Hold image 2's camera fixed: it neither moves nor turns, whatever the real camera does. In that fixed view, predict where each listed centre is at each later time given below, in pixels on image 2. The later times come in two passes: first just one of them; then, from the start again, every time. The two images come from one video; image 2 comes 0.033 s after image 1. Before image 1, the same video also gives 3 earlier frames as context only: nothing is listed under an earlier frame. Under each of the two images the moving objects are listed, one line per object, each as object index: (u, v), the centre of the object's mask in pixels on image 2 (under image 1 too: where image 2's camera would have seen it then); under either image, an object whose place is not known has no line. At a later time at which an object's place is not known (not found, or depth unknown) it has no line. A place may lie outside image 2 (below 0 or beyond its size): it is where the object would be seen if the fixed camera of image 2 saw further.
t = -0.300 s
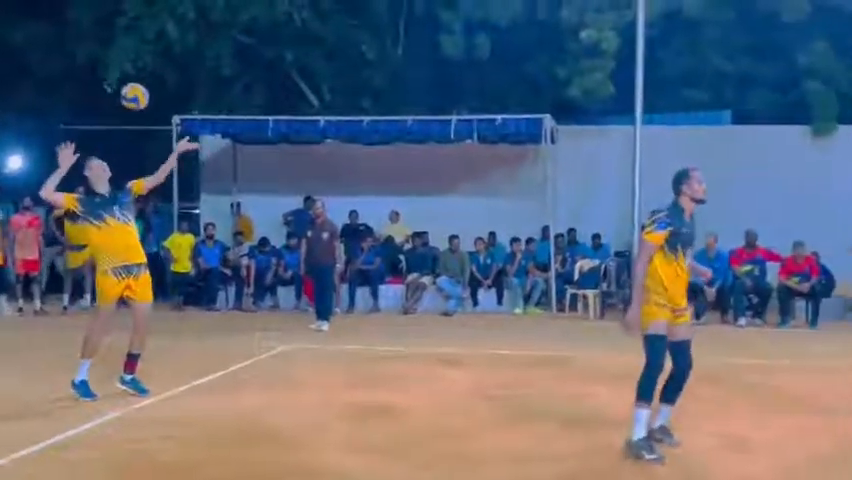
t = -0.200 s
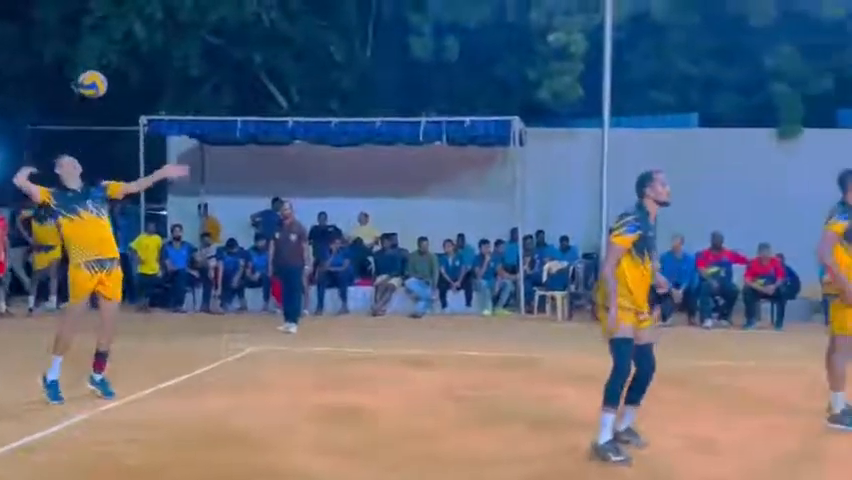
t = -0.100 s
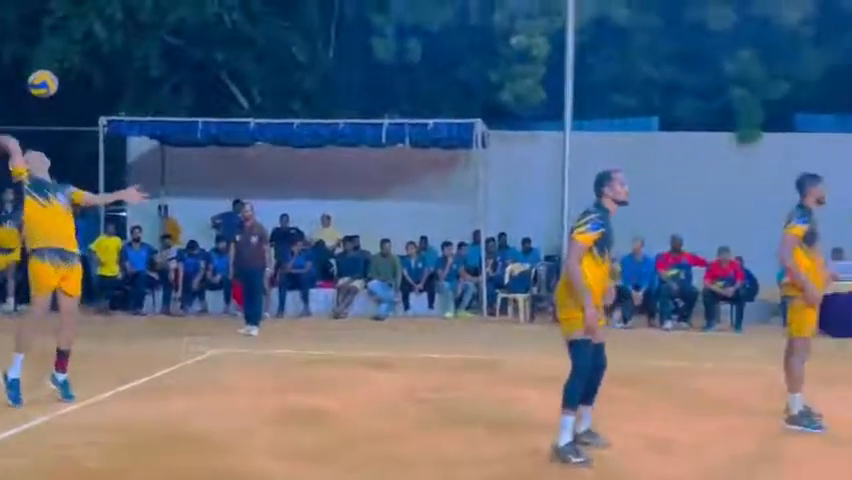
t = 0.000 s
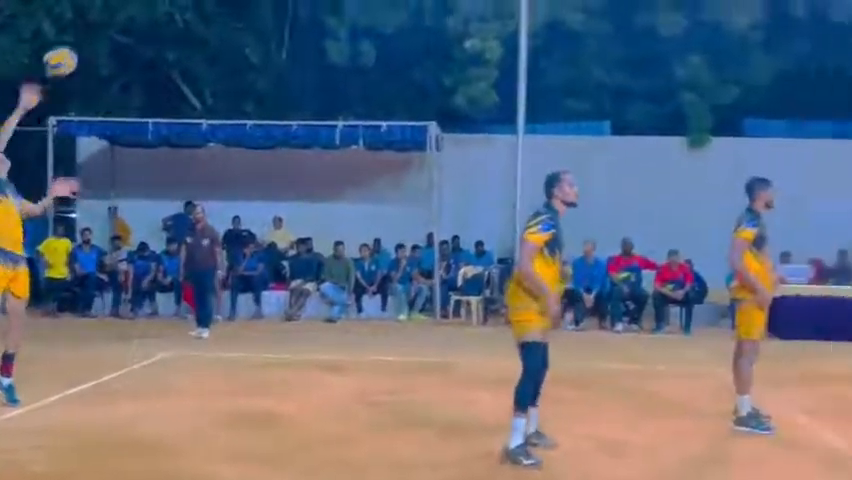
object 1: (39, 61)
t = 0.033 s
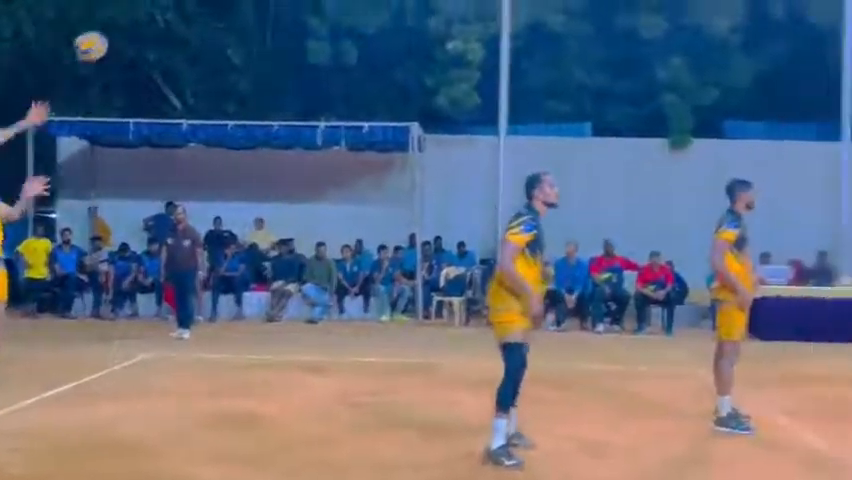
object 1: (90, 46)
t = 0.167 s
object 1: (296, 6)
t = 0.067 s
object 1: (141, 32)
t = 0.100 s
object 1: (192, 20)
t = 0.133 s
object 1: (244, 11)
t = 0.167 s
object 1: (296, 6)
